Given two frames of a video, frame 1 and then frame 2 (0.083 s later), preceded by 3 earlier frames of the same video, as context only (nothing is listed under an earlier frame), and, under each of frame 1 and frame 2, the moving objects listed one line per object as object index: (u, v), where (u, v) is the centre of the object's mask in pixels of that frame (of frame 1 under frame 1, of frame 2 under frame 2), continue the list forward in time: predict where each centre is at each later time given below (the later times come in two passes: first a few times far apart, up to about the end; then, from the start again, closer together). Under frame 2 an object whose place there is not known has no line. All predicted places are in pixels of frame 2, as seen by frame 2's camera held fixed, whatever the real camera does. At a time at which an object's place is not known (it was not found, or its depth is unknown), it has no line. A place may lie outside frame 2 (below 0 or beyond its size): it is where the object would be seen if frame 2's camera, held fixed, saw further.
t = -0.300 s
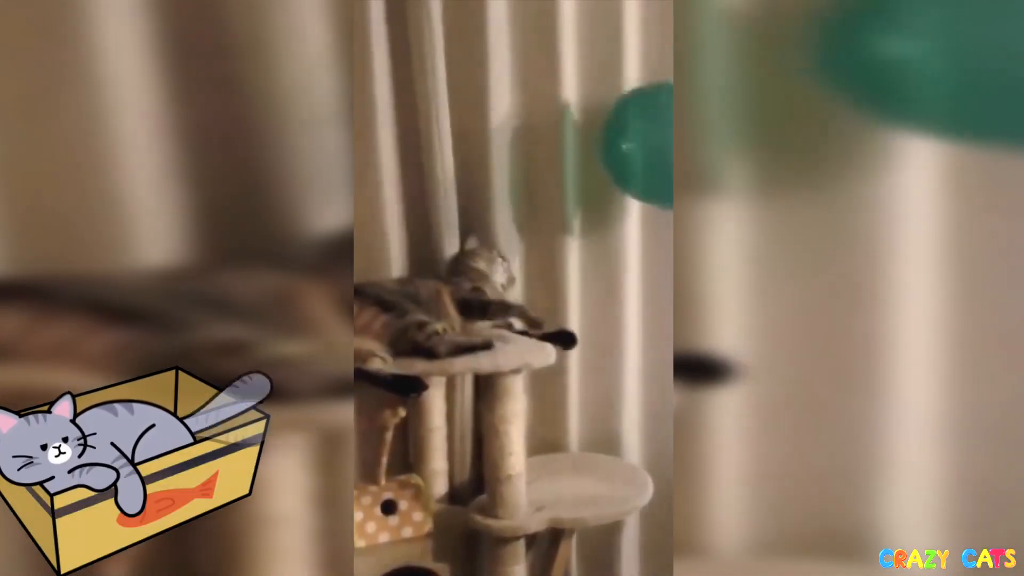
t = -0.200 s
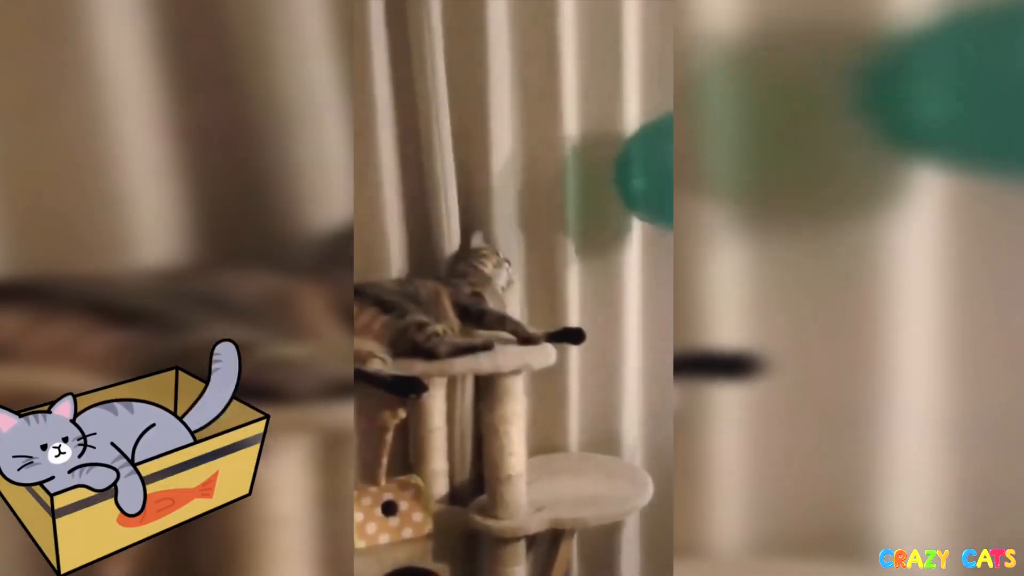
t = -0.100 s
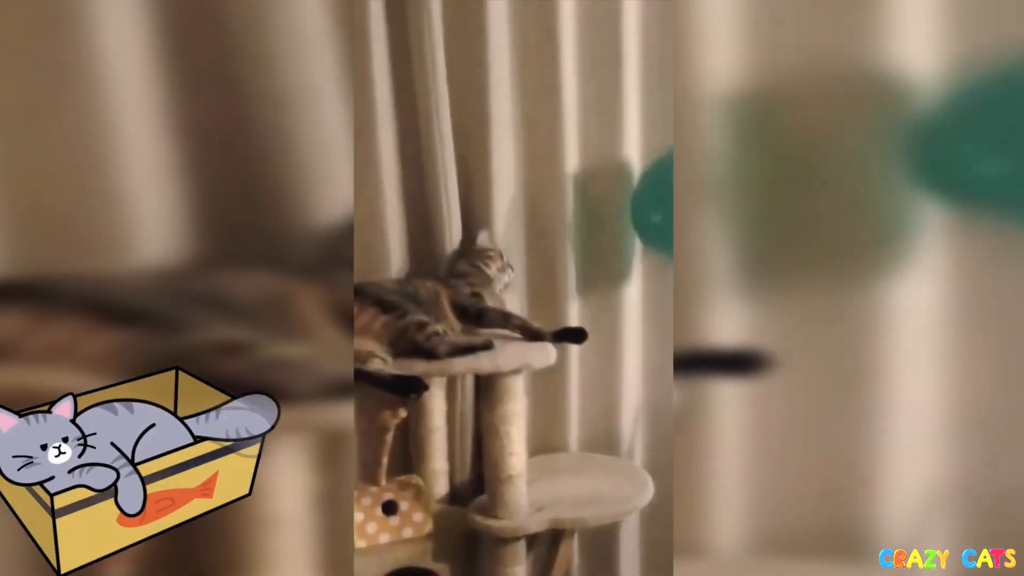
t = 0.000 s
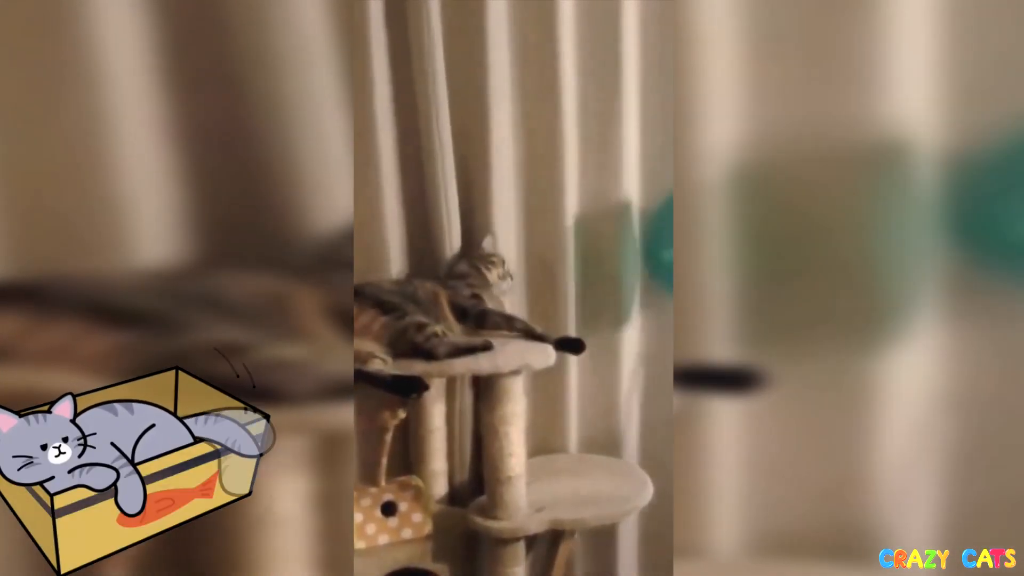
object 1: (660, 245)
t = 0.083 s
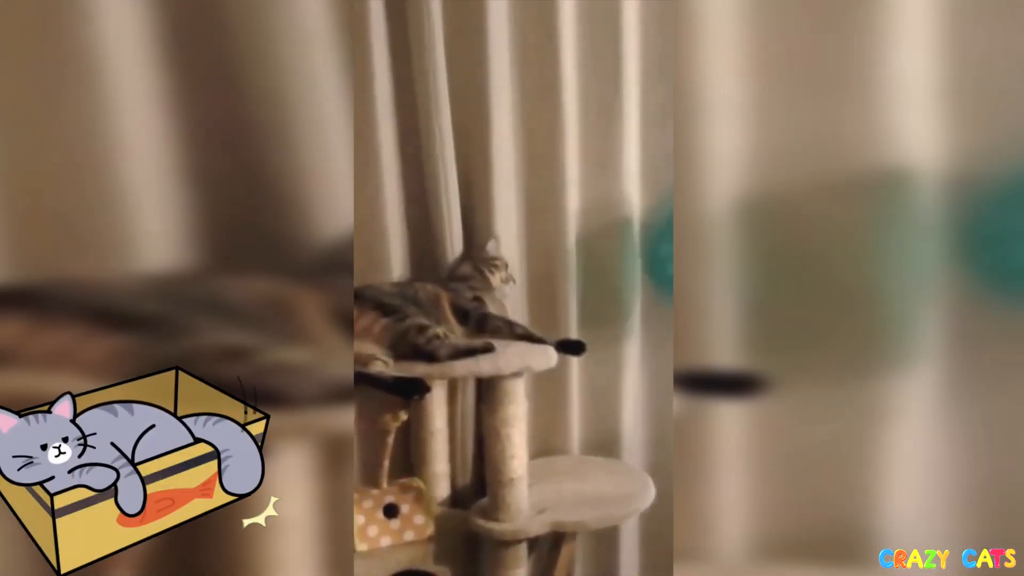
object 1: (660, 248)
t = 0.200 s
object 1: (645, 183)
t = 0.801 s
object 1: (559, 105)
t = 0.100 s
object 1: (658, 242)
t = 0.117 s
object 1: (657, 229)
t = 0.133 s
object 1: (655, 222)
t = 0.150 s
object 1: (651, 208)
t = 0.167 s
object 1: (650, 202)
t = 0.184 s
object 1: (647, 189)
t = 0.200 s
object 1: (645, 183)
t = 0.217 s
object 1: (643, 172)
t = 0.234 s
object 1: (641, 166)
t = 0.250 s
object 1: (638, 157)
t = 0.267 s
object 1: (636, 150)
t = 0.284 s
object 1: (632, 139)
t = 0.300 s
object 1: (631, 134)
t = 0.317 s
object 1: (629, 126)
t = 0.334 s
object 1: (626, 120)
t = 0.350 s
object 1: (624, 112)
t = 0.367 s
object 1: (620, 108)
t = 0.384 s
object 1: (618, 103)
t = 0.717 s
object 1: (573, 87)
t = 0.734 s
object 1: (570, 90)
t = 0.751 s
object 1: (567, 93)
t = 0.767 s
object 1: (564, 97)
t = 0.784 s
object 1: (562, 101)
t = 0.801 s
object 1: (559, 105)
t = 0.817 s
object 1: (557, 109)
